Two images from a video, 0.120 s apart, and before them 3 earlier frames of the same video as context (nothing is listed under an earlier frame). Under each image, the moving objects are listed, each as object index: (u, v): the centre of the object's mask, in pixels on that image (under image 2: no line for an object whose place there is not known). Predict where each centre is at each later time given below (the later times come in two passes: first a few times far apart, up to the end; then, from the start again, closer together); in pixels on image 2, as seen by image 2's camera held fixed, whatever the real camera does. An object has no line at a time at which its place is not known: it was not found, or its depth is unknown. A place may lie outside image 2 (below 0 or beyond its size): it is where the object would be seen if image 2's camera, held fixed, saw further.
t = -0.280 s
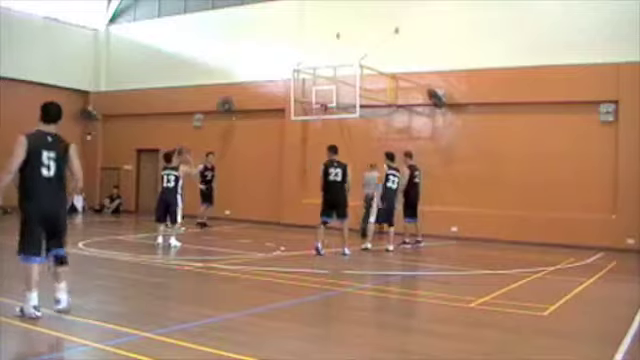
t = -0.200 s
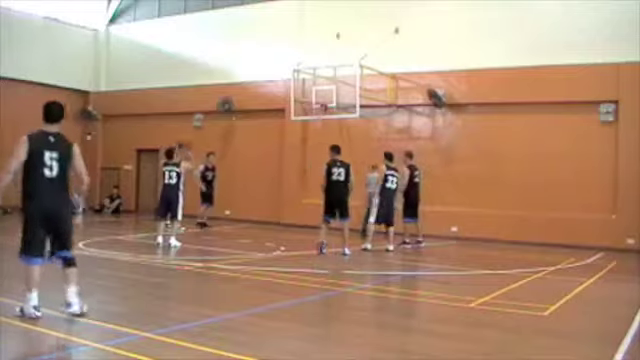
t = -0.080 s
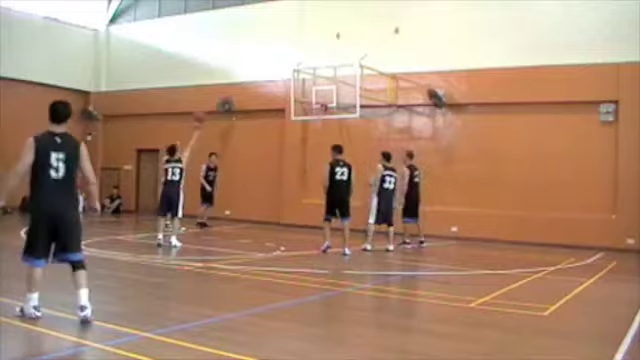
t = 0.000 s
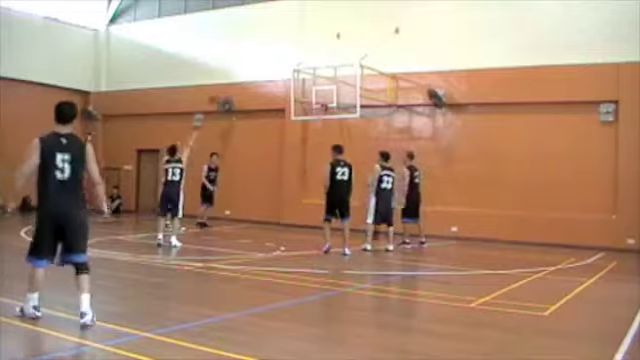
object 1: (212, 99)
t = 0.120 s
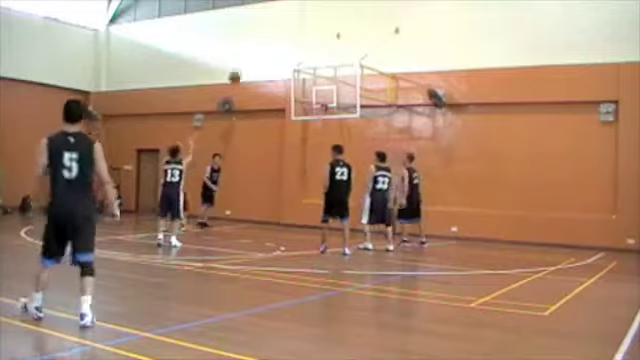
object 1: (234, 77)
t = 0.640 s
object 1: (302, 77)
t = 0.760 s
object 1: (315, 94)
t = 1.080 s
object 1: (292, 76)
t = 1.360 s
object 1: (259, 84)
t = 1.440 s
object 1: (249, 93)
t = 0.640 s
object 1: (302, 77)
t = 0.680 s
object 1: (307, 82)
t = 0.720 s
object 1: (311, 88)
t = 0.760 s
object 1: (315, 94)
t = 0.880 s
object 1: (313, 92)
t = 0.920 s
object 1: (308, 87)
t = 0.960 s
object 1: (304, 84)
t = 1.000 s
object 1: (300, 80)
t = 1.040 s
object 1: (295, 77)
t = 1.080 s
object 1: (292, 76)
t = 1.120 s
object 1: (288, 75)
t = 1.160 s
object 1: (283, 75)
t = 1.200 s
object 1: (278, 75)
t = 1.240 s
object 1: (274, 76)
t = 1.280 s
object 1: (269, 78)
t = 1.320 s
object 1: (264, 80)
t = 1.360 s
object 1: (259, 84)
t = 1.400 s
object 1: (254, 88)
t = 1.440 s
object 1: (249, 93)
